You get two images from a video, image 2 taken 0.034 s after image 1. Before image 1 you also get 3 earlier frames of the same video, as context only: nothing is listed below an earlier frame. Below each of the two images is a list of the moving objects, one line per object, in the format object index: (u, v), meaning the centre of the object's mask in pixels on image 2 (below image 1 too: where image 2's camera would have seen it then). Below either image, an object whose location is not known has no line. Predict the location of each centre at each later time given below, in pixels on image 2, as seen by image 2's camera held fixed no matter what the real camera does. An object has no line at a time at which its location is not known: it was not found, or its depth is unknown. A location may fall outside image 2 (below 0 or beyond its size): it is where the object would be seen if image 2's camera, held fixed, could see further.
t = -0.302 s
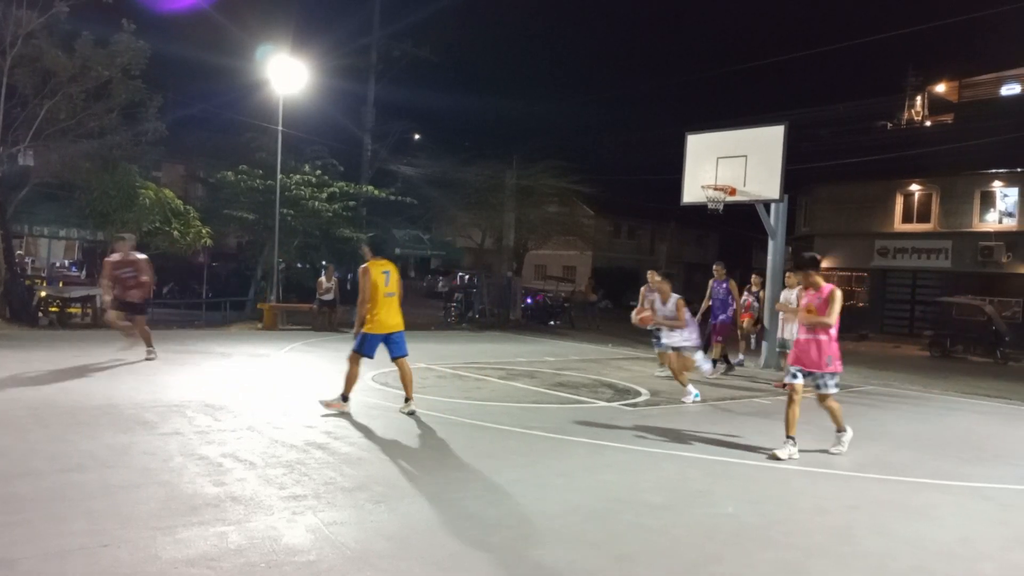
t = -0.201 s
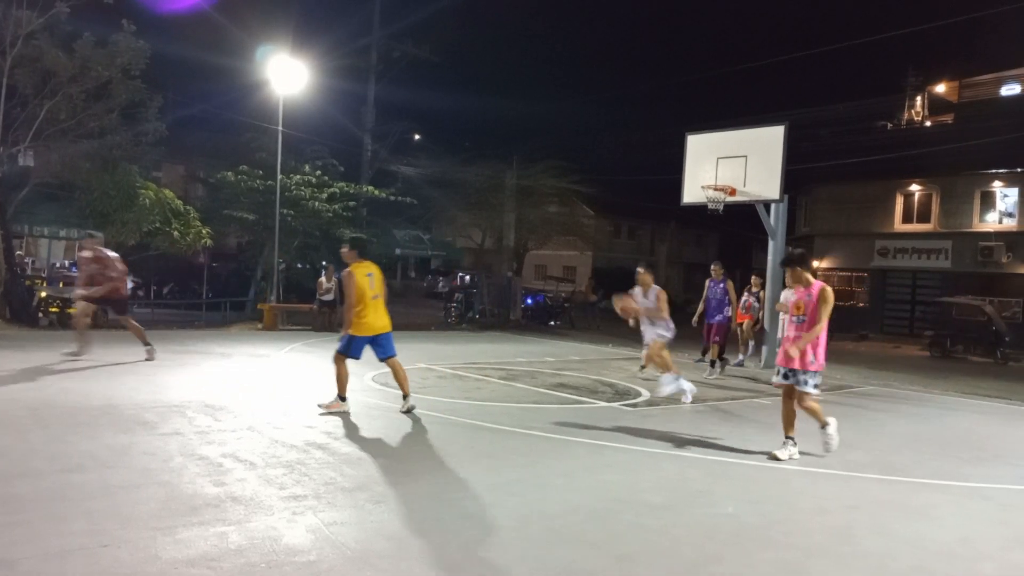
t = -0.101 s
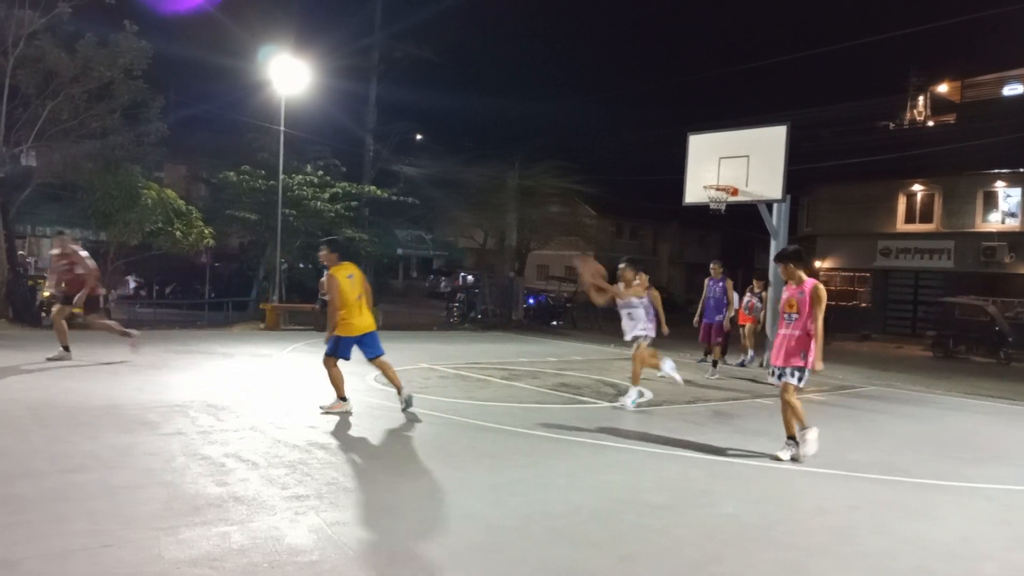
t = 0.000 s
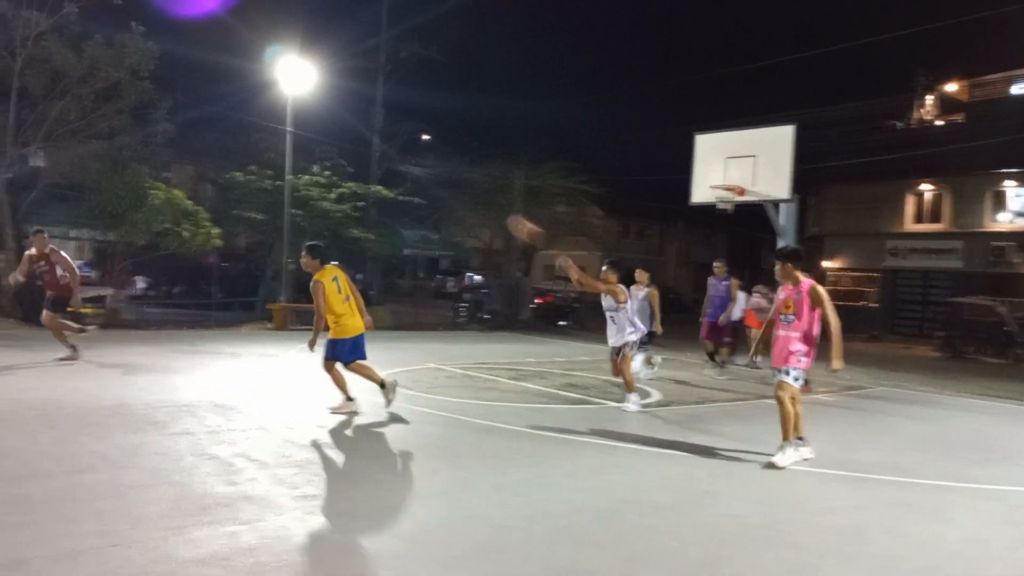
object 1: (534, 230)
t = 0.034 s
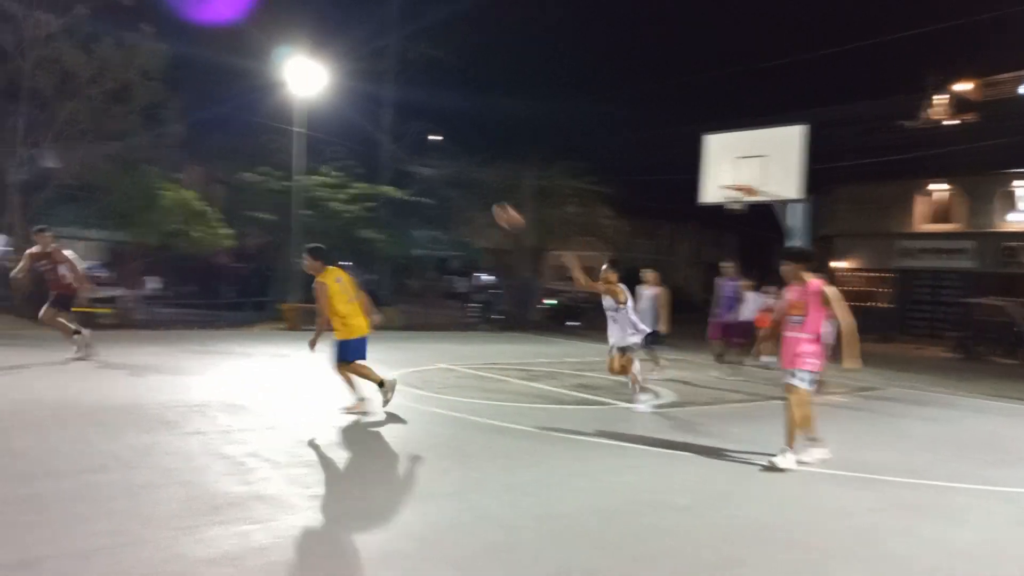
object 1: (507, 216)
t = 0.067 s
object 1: (481, 205)
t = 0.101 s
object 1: (454, 194)
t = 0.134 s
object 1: (427, 182)
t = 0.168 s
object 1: (400, 175)
